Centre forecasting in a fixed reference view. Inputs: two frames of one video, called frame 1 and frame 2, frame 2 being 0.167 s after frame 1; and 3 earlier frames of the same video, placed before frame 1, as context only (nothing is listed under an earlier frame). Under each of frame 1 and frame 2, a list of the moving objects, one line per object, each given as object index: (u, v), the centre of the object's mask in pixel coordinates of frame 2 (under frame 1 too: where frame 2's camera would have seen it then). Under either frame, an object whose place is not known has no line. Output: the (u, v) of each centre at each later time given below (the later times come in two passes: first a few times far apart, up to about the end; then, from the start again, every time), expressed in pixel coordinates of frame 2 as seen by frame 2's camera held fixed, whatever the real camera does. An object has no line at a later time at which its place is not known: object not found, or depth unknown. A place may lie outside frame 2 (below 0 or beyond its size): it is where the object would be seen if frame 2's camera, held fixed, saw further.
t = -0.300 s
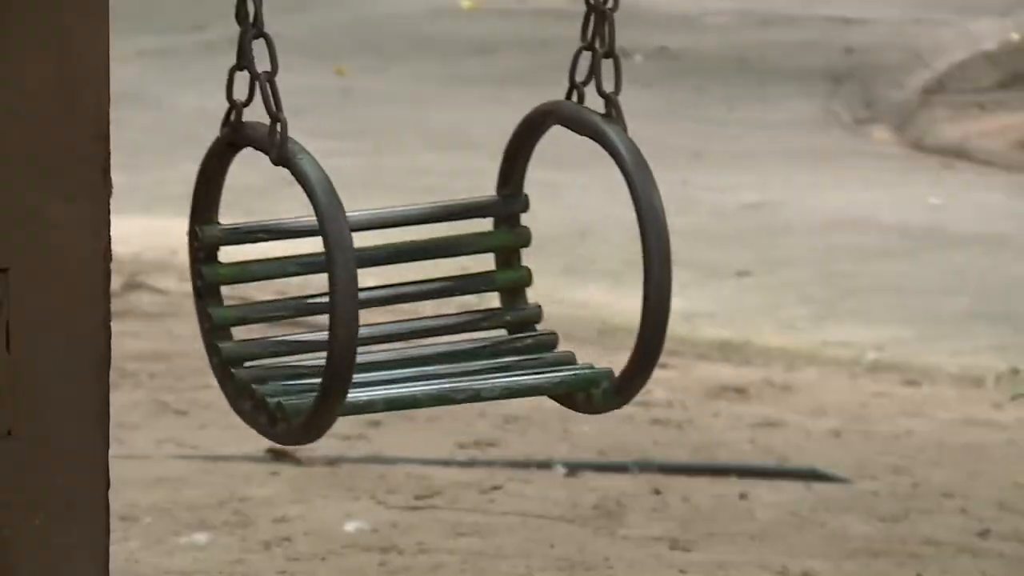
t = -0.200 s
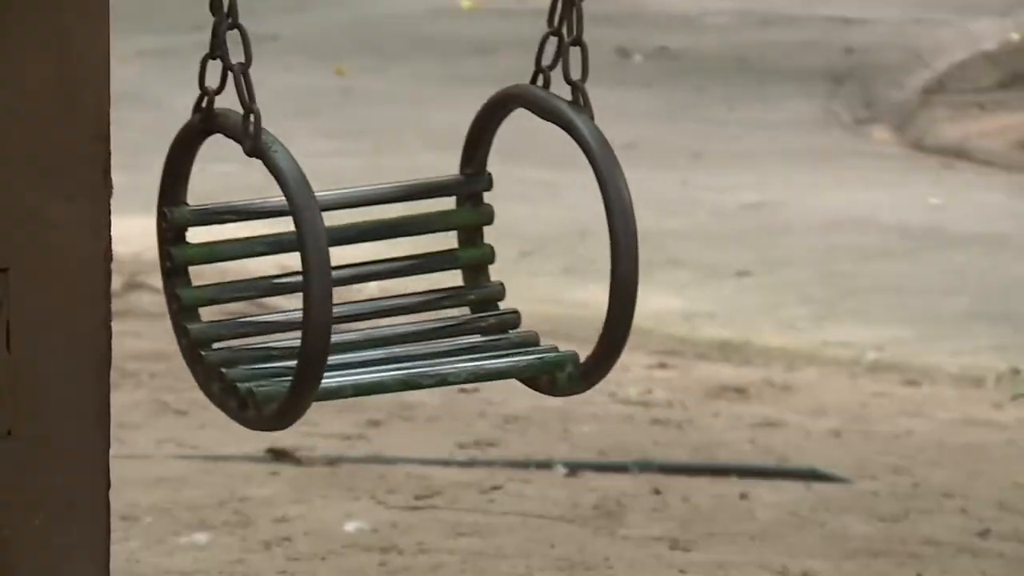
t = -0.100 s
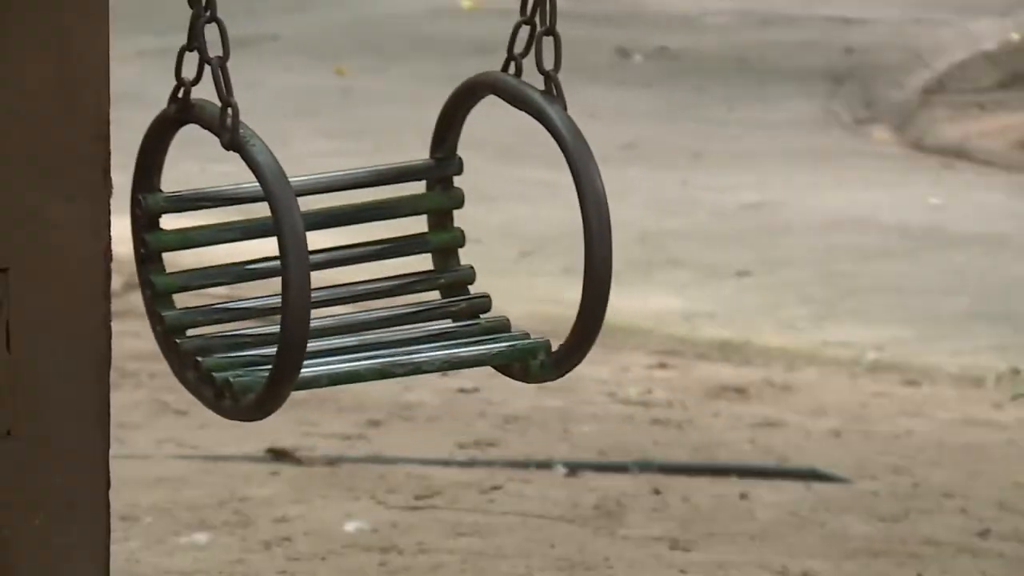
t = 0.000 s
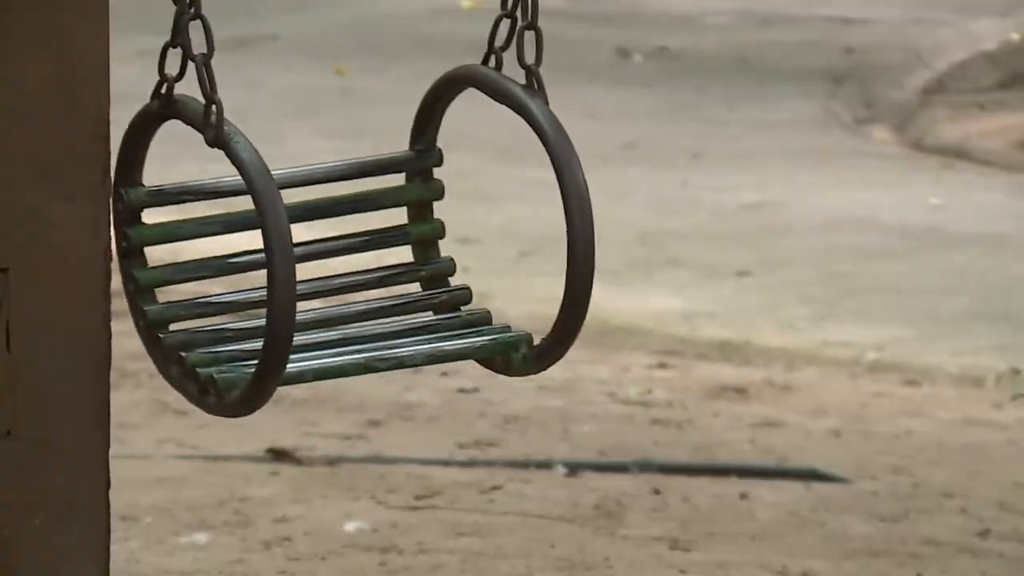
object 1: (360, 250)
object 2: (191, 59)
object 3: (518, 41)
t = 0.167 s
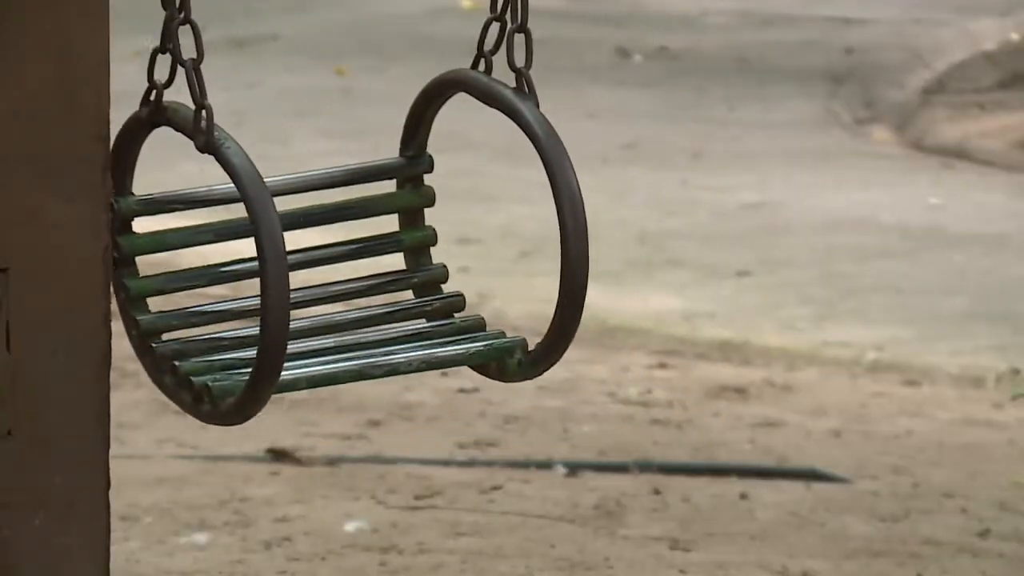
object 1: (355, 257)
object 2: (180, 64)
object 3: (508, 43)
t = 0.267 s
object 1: (362, 270)
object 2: (184, 69)
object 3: (515, 48)
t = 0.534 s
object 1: (439, 315)
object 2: (234, 88)
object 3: (587, 68)
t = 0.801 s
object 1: (547, 335)
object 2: (327, 91)
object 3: (707, 75)
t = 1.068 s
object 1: (648, 331)
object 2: (413, 83)
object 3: (812, 69)
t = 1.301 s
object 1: (671, 327)
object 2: (436, 82)
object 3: (838, 66)
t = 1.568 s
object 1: (606, 335)
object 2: (384, 88)
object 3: (773, 74)
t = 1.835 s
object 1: (488, 324)
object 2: (289, 89)
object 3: (654, 75)
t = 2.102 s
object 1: (385, 284)
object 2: (208, 73)
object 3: (549, 59)
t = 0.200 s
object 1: (349, 257)
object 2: (181, 66)
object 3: (509, 44)
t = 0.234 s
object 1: (351, 261)
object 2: (182, 70)
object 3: (511, 46)
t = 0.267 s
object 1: (362, 270)
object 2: (184, 69)
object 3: (515, 48)
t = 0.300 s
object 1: (368, 275)
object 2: (187, 74)
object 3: (520, 51)
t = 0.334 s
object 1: (375, 280)
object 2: (191, 75)
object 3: (527, 54)
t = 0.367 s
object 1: (383, 286)
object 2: (196, 76)
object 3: (534, 56)
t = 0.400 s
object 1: (393, 292)
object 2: (202, 80)
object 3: (543, 59)
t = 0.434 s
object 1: (403, 298)
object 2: (209, 81)
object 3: (552, 61)
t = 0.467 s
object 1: (414, 304)
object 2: (217, 84)
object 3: (563, 64)
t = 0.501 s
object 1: (426, 310)
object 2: (225, 86)
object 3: (575, 66)
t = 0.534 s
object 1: (439, 315)
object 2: (234, 88)
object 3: (587, 68)
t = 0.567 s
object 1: (443, 315)
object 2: (245, 89)
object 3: (600, 71)
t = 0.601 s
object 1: (457, 320)
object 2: (255, 90)
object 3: (615, 73)
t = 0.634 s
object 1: (471, 324)
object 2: (267, 89)
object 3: (629, 74)
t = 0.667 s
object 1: (486, 327)
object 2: (279, 90)
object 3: (645, 75)
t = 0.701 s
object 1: (501, 330)
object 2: (290, 91)
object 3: (659, 75)
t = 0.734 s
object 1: (516, 332)
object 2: (302, 92)
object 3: (675, 75)
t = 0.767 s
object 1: (531, 334)
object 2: (315, 93)
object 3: (691, 76)
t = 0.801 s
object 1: (547, 335)
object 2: (327, 91)
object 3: (707, 75)
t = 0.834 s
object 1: (562, 335)
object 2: (340, 90)
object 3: (722, 75)
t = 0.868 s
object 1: (577, 336)
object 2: (352, 90)
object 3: (738, 74)
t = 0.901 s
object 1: (591, 335)
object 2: (364, 89)
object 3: (753, 74)
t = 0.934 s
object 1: (604, 335)
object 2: (375, 89)
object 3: (766, 73)
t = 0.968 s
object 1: (617, 334)
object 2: (386, 88)
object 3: (779, 71)
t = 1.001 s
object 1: (629, 333)
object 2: (396, 87)
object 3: (791, 70)
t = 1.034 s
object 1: (639, 332)
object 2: (405, 84)
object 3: (802, 70)
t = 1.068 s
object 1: (648, 331)
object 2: (413, 83)
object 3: (812, 69)
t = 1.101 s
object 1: (656, 330)
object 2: (420, 82)
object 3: (821, 68)
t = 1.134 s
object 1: (663, 329)
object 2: (426, 82)
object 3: (827, 67)
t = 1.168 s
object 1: (668, 328)
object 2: (431, 81)
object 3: (833, 66)
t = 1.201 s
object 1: (671, 327)
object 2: (434, 81)
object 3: (836, 66)
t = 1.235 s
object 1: (672, 327)
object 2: (436, 81)
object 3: (838, 66)
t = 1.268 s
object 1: (672, 327)
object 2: (437, 80)
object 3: (839, 66)
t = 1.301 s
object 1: (671, 327)
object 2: (436, 82)
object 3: (838, 66)
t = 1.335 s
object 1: (668, 328)
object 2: (434, 81)
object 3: (835, 67)
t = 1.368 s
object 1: (663, 328)
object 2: (430, 82)
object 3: (830, 68)
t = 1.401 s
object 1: (657, 330)
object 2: (426, 83)
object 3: (824, 69)
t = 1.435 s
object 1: (649, 331)
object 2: (419, 85)
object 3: (816, 71)
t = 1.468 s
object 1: (641, 332)
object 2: (412, 85)
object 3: (808, 72)
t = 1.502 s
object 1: (630, 333)
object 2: (404, 86)
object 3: (798, 73)
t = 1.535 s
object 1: (619, 334)
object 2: (395, 88)
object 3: (786, 73)
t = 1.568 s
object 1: (606, 335)
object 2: (384, 88)
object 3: (773, 74)
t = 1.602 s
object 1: (593, 335)
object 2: (374, 90)
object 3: (760, 75)
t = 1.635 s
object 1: (579, 335)
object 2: (362, 89)
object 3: (746, 75)
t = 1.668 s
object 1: (565, 335)
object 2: (351, 90)
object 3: (731, 76)
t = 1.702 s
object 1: (549, 334)
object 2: (338, 91)
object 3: (716, 77)
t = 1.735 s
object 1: (534, 332)
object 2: (326, 91)
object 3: (700, 77)
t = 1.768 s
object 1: (519, 330)
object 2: (314, 91)
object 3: (685, 77)
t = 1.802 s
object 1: (503, 327)
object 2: (301, 91)
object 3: (669, 76)
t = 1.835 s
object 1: (488, 324)
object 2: (289, 89)
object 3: (654, 75)
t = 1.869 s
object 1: (473, 320)
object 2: (277, 88)
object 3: (639, 74)
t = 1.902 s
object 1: (458, 315)
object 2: (265, 86)
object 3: (624, 73)
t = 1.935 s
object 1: (444, 311)
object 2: (254, 85)
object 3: (609, 71)
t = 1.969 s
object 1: (431, 306)
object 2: (243, 82)
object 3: (595, 68)
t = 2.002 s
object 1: (418, 300)
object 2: (233, 80)
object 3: (582, 66)
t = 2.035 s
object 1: (407, 295)
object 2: (225, 78)
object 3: (571, 63)
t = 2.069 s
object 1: (396, 290)
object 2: (216, 75)
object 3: (559, 61)
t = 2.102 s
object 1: (385, 284)
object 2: (208, 73)
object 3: (549, 59)
